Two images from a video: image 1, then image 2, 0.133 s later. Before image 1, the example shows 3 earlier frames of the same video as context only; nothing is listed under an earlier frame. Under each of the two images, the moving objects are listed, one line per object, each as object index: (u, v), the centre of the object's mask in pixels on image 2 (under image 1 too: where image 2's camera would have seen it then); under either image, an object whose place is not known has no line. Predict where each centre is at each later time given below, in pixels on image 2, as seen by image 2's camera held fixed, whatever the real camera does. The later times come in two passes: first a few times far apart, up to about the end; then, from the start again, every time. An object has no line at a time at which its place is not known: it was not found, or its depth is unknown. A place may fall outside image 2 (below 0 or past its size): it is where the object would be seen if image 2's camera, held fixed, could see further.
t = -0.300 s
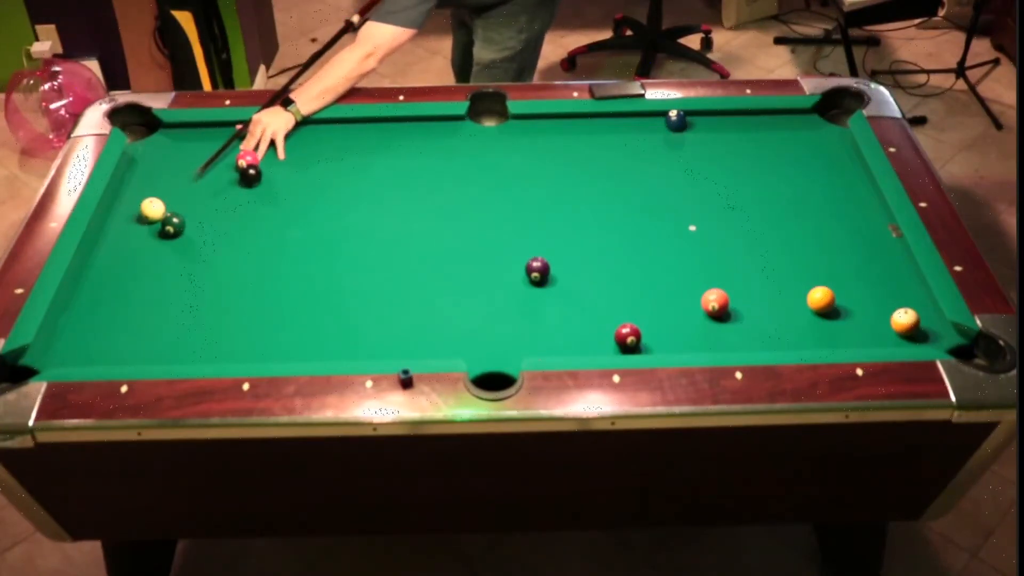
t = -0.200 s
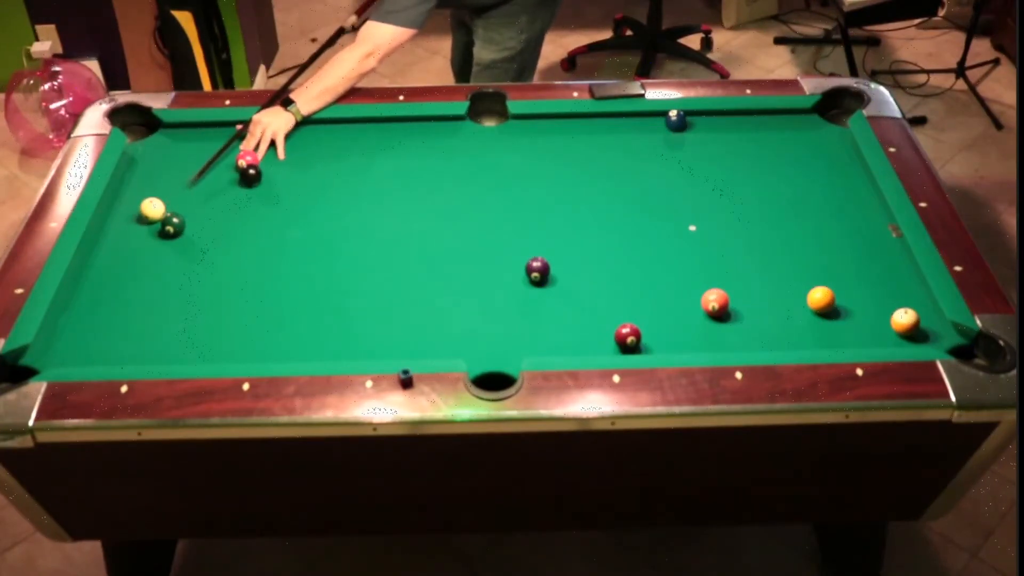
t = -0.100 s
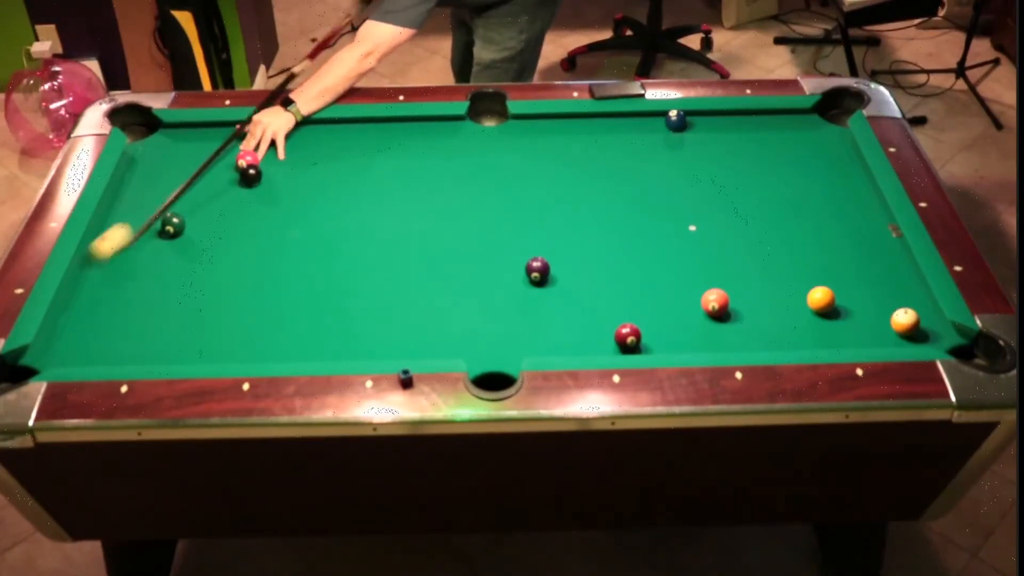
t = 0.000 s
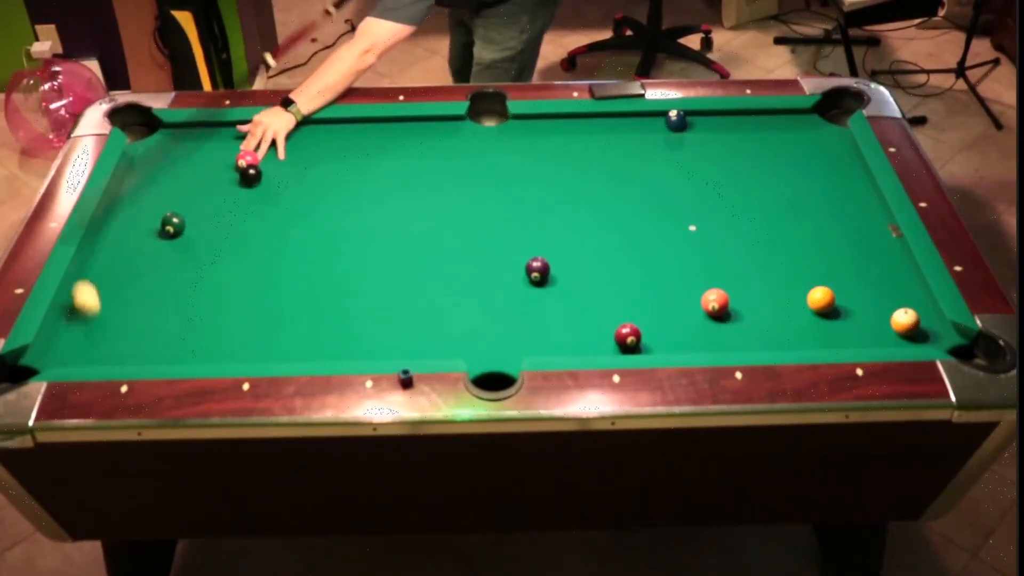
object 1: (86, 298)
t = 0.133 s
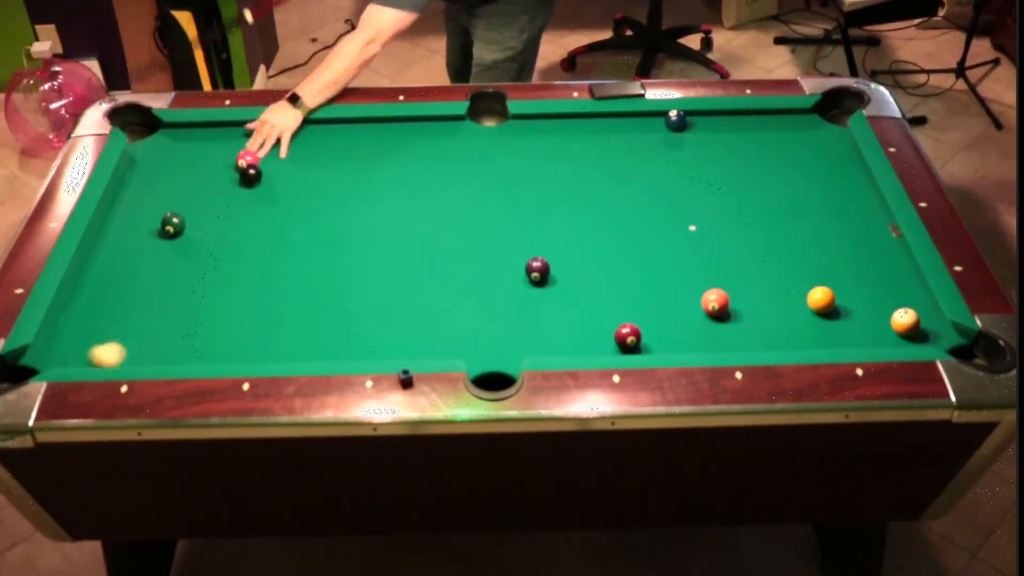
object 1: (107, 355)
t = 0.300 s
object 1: (187, 311)
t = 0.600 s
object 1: (312, 239)
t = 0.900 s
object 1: (418, 179)
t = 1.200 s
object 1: (508, 128)
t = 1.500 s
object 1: (563, 137)
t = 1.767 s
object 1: (608, 156)
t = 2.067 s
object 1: (657, 178)
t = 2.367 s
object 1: (706, 199)
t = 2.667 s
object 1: (755, 221)
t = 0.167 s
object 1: (124, 347)
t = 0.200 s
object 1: (141, 338)
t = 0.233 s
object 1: (157, 329)
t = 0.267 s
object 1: (172, 320)
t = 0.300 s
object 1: (187, 311)
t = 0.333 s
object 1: (203, 302)
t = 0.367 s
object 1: (217, 294)
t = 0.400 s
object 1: (231, 285)
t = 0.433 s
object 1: (246, 277)
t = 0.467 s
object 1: (259, 269)
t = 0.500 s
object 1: (273, 262)
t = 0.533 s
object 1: (286, 254)
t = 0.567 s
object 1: (299, 247)
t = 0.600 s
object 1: (312, 239)
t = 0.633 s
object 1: (325, 232)
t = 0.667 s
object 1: (337, 224)
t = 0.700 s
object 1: (349, 217)
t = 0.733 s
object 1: (361, 211)
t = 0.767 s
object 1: (373, 204)
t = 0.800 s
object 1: (384, 197)
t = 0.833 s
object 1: (395, 191)
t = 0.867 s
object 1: (407, 185)
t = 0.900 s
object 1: (418, 179)
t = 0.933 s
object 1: (428, 172)
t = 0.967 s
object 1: (439, 167)
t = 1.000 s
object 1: (450, 161)
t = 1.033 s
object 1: (459, 155)
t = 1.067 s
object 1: (470, 149)
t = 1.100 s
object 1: (480, 144)
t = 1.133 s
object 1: (489, 138)
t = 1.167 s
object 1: (498, 133)
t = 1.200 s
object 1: (508, 128)
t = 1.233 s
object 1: (517, 123)
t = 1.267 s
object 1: (525, 119)
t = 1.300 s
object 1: (530, 122)
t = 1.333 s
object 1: (536, 125)
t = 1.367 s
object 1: (541, 127)
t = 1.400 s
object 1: (547, 130)
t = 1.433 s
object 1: (552, 132)
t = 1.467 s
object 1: (558, 134)
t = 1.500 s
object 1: (563, 137)
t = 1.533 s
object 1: (569, 140)
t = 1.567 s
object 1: (574, 142)
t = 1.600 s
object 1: (580, 144)
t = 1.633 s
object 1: (585, 147)
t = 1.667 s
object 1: (591, 149)
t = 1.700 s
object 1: (596, 151)
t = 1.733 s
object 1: (602, 154)
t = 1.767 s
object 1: (608, 156)
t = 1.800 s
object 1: (613, 159)
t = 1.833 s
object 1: (618, 161)
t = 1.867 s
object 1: (624, 163)
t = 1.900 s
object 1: (629, 166)
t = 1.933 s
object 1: (635, 168)
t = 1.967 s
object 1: (640, 171)
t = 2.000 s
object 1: (646, 173)
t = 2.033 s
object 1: (651, 175)
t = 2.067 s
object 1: (657, 178)
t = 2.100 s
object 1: (662, 180)
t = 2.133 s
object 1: (668, 182)
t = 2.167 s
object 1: (673, 185)
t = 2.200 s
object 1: (679, 187)
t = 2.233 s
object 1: (684, 190)
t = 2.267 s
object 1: (690, 192)
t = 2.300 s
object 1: (695, 194)
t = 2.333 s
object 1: (700, 197)
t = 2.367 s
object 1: (706, 199)
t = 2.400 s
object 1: (711, 202)
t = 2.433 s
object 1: (717, 204)
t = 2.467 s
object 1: (722, 206)
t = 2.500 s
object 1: (728, 209)
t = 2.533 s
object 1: (733, 211)
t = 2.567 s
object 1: (739, 214)
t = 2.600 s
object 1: (744, 216)
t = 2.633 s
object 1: (750, 219)
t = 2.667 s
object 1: (755, 221)
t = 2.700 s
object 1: (760, 223)
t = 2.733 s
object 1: (766, 226)
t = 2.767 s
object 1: (771, 228)
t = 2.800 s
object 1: (776, 230)
